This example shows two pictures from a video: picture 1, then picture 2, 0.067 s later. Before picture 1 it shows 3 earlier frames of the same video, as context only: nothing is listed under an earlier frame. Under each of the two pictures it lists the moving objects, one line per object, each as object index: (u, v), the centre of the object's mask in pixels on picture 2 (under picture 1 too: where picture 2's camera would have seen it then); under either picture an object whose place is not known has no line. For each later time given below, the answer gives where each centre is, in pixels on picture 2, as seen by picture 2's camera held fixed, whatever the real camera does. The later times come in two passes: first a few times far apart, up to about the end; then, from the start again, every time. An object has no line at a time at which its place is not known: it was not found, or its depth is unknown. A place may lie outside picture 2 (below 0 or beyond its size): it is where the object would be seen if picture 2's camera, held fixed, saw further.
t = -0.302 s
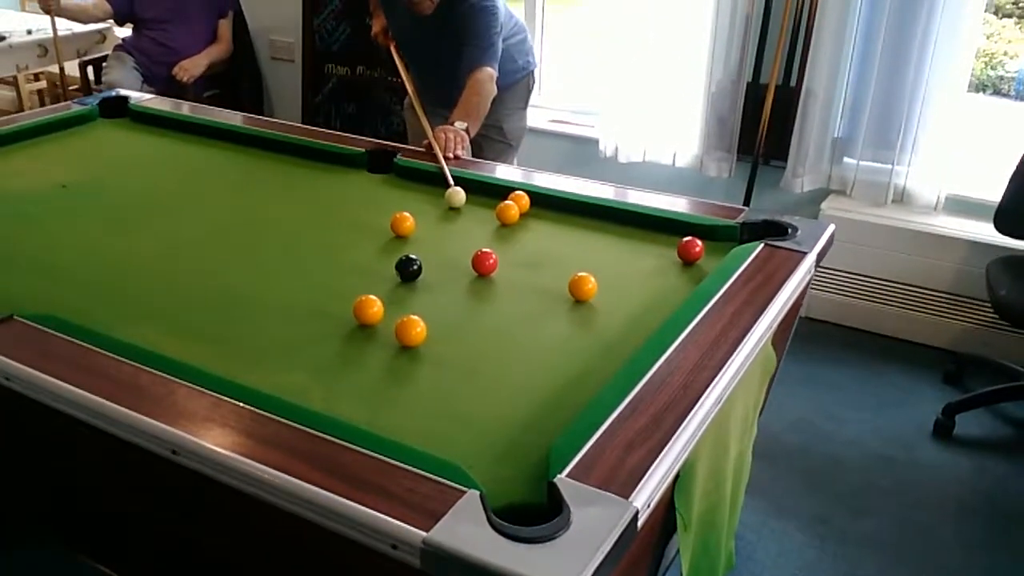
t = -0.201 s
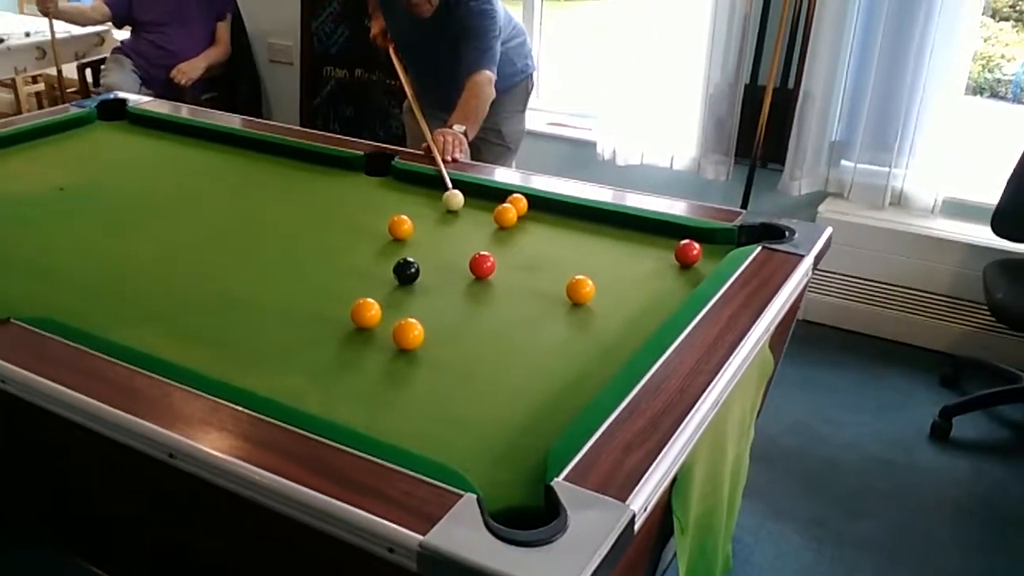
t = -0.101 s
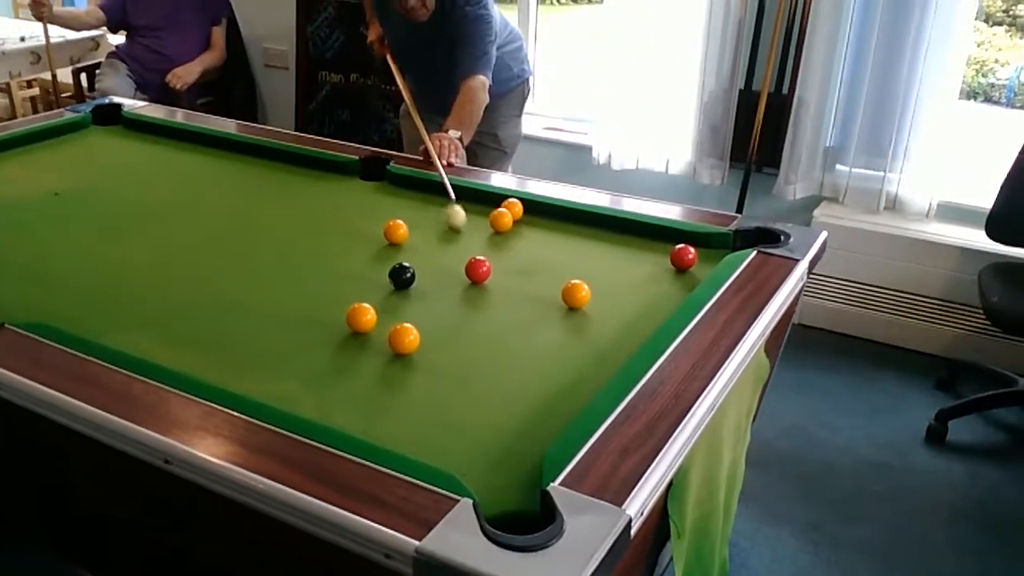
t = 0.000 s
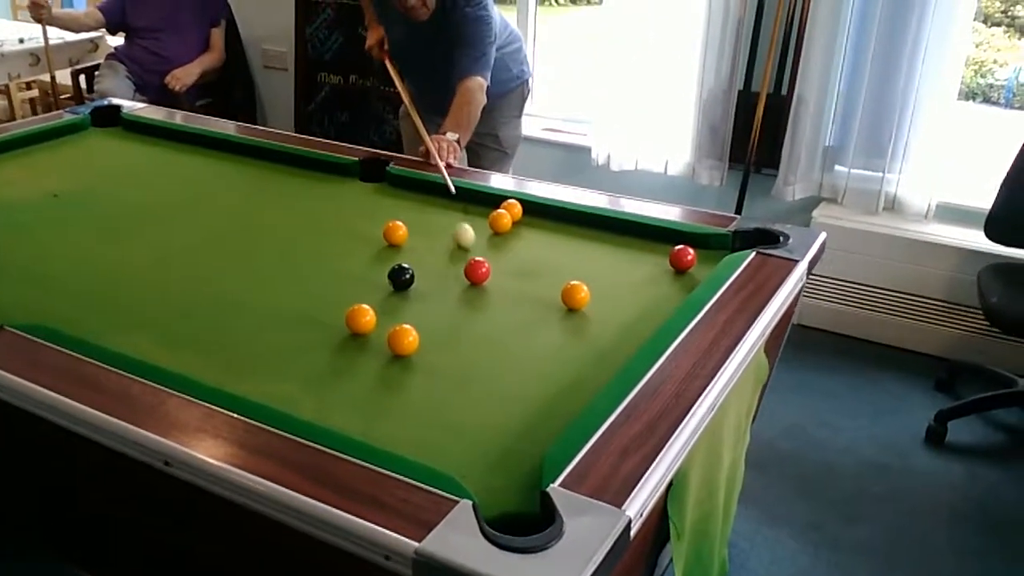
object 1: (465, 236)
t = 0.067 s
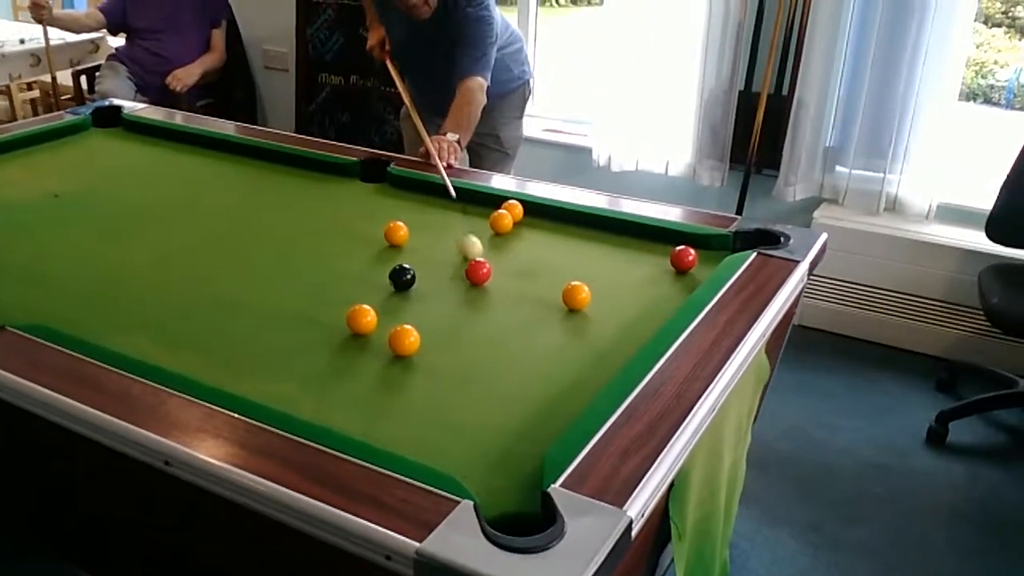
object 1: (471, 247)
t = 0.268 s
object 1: (491, 264)
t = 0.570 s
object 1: (519, 271)
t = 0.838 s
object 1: (538, 276)
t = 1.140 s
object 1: (554, 279)
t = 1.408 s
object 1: (561, 280)
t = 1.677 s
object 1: (564, 280)
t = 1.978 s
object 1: (564, 279)
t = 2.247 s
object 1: (565, 279)
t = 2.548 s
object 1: (564, 279)
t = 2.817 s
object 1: (565, 279)
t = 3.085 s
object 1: (566, 278)
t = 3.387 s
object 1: (566, 278)
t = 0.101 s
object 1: (474, 251)
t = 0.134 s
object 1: (479, 255)
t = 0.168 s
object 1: (481, 258)
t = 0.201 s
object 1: (485, 260)
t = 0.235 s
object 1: (488, 262)
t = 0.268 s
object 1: (491, 264)
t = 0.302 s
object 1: (494, 265)
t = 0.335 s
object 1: (497, 265)
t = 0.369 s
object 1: (500, 266)
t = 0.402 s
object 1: (503, 267)
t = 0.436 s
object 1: (507, 268)
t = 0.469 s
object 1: (510, 269)
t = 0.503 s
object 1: (513, 269)
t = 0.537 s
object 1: (516, 270)
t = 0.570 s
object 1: (519, 271)
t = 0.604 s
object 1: (521, 271)
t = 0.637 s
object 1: (524, 272)
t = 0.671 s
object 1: (526, 273)
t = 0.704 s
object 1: (528, 273)
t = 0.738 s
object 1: (531, 274)
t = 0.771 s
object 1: (533, 274)
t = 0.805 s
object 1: (536, 275)
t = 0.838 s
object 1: (538, 276)
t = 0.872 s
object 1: (540, 276)
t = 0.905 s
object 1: (542, 276)
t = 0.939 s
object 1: (544, 277)
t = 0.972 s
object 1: (546, 277)
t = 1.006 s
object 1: (548, 277)
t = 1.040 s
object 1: (549, 278)
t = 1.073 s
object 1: (551, 278)
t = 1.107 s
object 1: (553, 279)
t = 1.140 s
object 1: (554, 279)
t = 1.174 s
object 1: (555, 280)
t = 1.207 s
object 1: (556, 280)
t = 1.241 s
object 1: (557, 280)
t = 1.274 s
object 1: (559, 280)
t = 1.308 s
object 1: (559, 280)
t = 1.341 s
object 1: (560, 280)
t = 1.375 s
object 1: (560, 280)
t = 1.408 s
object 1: (561, 280)
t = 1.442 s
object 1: (562, 280)
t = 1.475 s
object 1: (562, 280)
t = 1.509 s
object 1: (562, 280)
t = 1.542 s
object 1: (563, 280)
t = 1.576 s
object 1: (563, 280)
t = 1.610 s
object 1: (564, 280)
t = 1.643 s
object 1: (564, 280)
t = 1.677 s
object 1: (564, 280)
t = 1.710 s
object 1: (564, 280)
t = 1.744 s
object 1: (565, 280)
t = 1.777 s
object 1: (564, 279)
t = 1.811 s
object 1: (564, 279)
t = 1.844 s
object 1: (565, 279)
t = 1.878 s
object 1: (564, 280)
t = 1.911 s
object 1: (564, 280)
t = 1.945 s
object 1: (564, 280)
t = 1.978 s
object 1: (564, 279)
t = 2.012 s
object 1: (565, 279)
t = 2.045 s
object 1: (565, 280)
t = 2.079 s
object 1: (565, 280)
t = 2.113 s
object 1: (565, 279)
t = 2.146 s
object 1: (565, 279)
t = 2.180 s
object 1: (564, 279)
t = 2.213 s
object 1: (564, 279)
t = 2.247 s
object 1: (565, 279)
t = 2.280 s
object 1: (565, 279)
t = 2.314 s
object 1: (565, 279)
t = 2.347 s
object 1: (564, 279)
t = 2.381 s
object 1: (564, 279)
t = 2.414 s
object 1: (564, 279)
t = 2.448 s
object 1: (564, 280)
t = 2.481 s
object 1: (564, 280)
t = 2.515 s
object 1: (564, 279)
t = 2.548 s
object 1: (564, 279)
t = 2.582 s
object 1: (564, 279)
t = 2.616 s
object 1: (564, 280)
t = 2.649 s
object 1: (564, 279)
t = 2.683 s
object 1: (564, 280)
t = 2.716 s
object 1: (565, 279)
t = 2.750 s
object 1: (564, 279)
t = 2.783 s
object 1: (566, 280)
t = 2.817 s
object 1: (565, 279)
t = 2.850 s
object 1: (565, 279)
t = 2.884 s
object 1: (565, 279)
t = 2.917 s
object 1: (566, 279)
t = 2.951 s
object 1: (566, 279)
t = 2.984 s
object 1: (565, 279)
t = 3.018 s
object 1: (567, 278)
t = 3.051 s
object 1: (567, 279)
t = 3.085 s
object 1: (566, 278)
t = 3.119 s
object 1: (566, 278)
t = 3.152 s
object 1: (565, 278)
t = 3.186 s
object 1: (566, 275)
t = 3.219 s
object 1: (566, 278)
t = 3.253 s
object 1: (568, 277)
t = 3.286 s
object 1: (564, 278)
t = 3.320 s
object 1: (564, 278)
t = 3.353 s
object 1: (566, 277)
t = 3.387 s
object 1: (566, 278)
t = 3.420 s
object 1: (566, 277)
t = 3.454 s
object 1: (564, 277)
